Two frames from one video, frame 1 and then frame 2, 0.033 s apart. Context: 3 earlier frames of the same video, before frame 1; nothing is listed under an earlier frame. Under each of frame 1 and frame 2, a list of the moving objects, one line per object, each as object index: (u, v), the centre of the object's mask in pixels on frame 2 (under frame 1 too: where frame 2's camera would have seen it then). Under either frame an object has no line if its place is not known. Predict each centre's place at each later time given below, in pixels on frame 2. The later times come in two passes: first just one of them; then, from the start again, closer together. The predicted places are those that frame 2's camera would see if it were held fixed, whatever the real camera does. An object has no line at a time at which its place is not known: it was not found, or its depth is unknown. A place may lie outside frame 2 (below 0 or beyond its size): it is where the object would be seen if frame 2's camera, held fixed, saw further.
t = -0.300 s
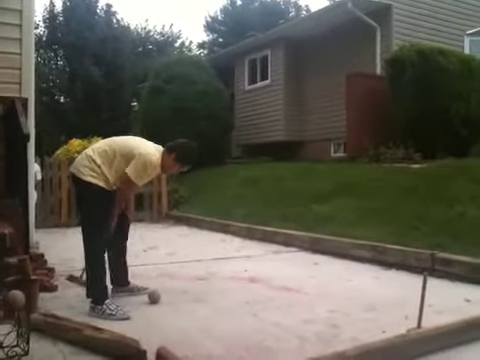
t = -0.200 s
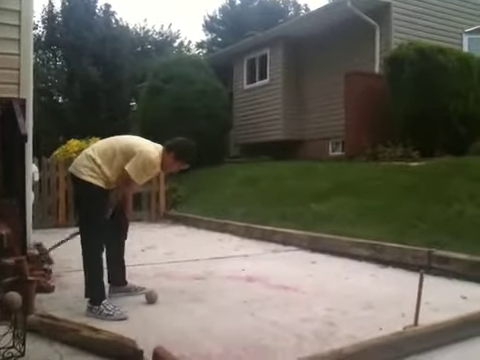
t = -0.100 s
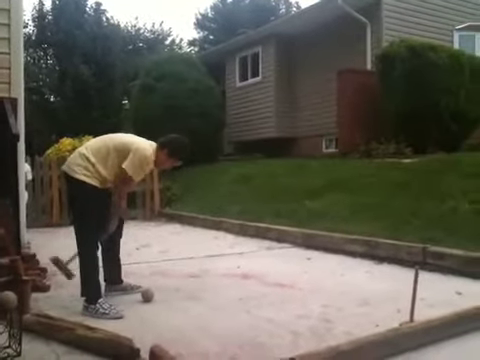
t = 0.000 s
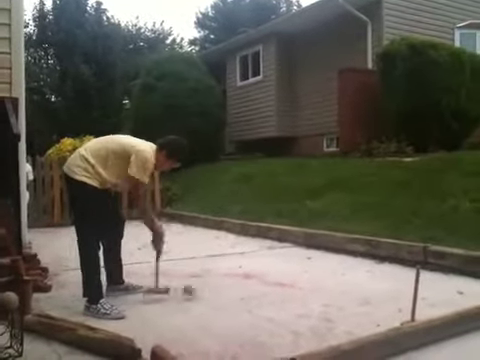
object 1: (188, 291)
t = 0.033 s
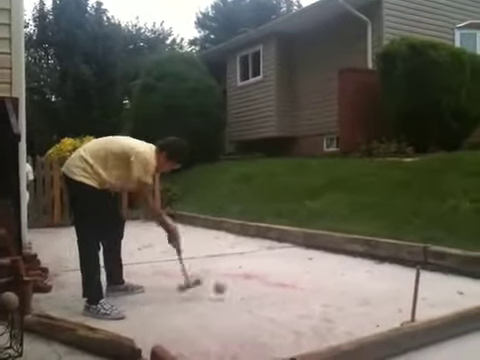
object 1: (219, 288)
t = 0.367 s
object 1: (475, 284)
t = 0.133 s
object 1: (308, 291)
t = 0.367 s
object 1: (475, 284)
